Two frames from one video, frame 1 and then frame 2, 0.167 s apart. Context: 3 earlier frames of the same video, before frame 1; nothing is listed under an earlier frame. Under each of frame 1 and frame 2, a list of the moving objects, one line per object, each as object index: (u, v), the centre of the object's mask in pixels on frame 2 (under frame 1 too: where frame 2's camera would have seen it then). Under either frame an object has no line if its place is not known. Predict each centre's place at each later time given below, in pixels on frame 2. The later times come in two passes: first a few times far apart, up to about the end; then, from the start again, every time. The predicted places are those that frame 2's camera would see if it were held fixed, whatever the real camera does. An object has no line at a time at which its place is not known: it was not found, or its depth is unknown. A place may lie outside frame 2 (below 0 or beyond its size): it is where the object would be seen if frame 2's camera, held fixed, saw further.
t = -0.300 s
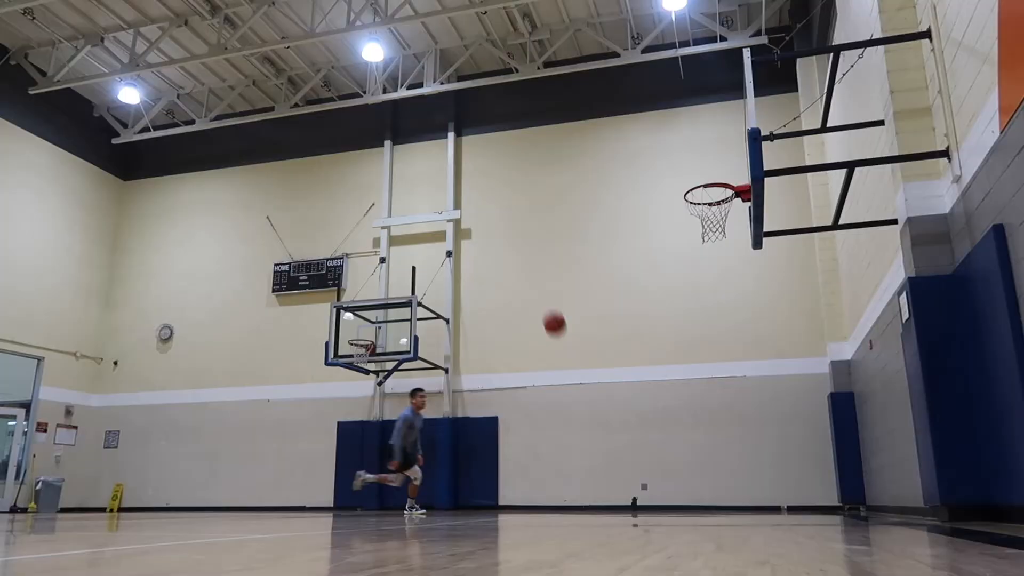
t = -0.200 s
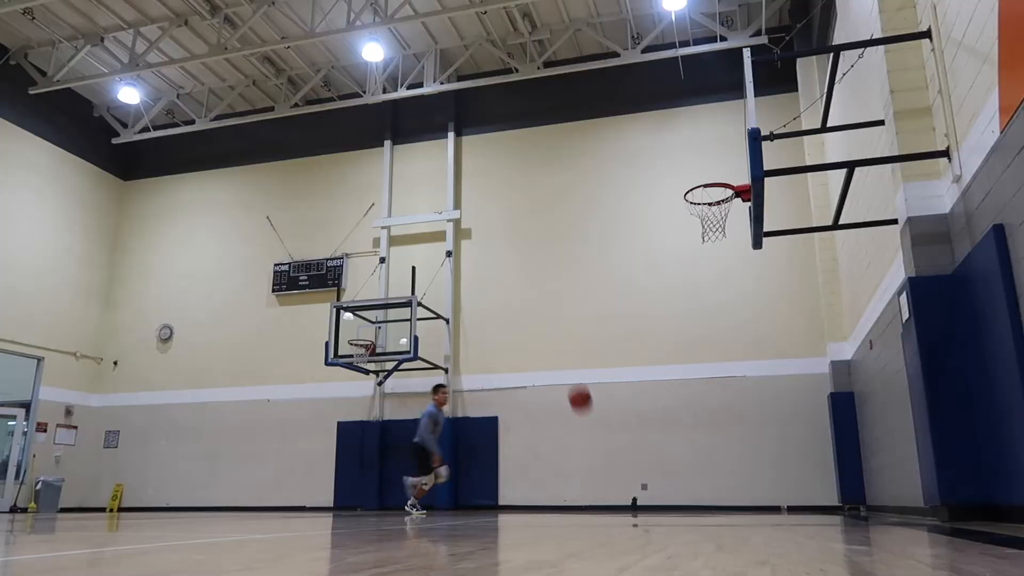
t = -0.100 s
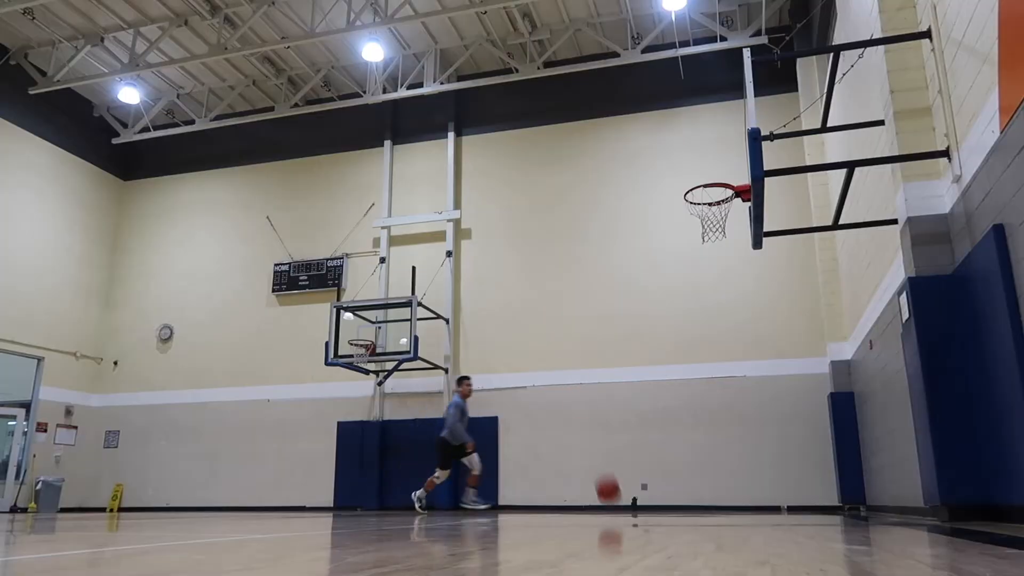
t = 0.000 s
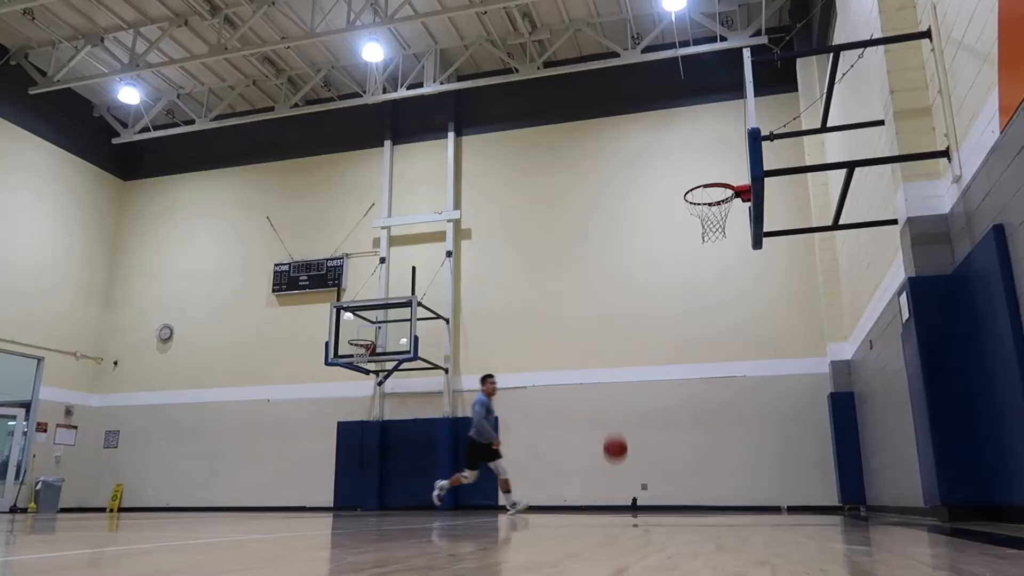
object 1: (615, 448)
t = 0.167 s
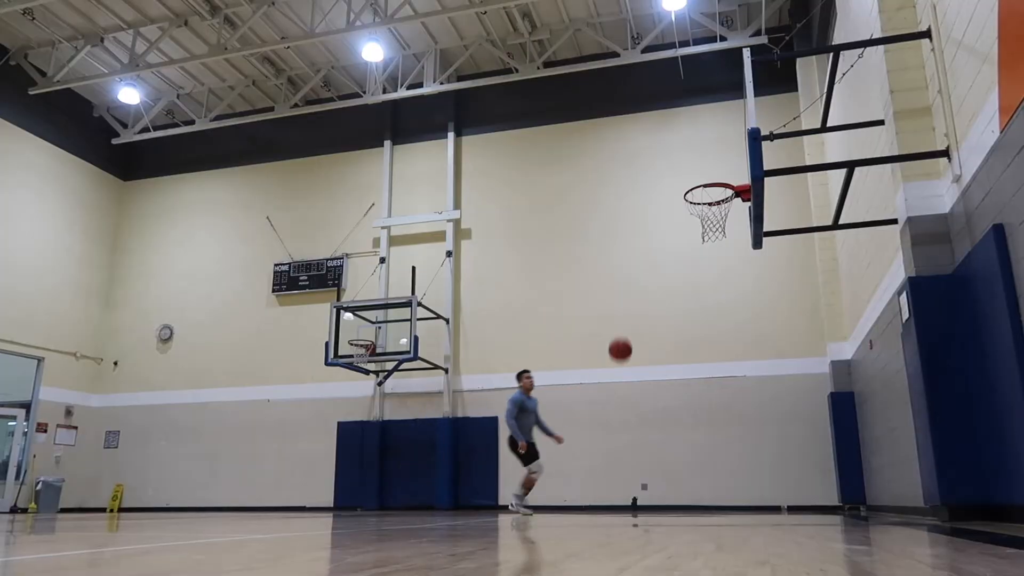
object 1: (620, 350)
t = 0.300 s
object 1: (625, 292)
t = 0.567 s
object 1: (637, 227)
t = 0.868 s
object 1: (654, 229)
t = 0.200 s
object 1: (621, 333)
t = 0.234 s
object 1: (622, 319)
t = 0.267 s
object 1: (624, 305)
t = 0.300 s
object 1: (625, 292)
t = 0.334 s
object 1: (626, 280)
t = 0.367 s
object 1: (628, 269)
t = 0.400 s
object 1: (629, 260)
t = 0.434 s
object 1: (630, 251)
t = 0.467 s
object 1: (632, 244)
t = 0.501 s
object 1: (633, 237)
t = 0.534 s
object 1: (635, 231)
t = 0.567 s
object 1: (637, 227)
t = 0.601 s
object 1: (638, 223)
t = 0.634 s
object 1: (640, 220)
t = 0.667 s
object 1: (642, 218)
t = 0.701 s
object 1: (644, 218)
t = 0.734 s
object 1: (646, 218)
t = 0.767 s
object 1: (647, 219)
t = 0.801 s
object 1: (650, 221)
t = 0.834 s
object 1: (652, 224)
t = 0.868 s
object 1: (654, 229)
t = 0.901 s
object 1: (656, 234)
